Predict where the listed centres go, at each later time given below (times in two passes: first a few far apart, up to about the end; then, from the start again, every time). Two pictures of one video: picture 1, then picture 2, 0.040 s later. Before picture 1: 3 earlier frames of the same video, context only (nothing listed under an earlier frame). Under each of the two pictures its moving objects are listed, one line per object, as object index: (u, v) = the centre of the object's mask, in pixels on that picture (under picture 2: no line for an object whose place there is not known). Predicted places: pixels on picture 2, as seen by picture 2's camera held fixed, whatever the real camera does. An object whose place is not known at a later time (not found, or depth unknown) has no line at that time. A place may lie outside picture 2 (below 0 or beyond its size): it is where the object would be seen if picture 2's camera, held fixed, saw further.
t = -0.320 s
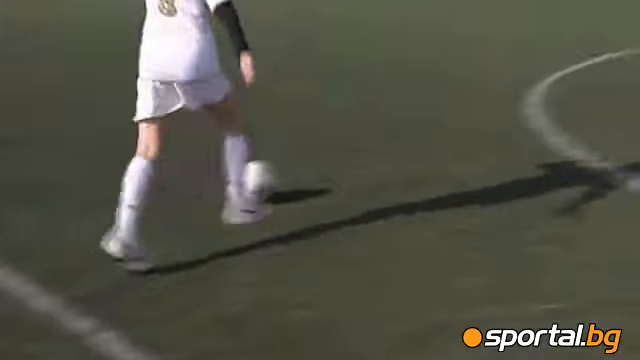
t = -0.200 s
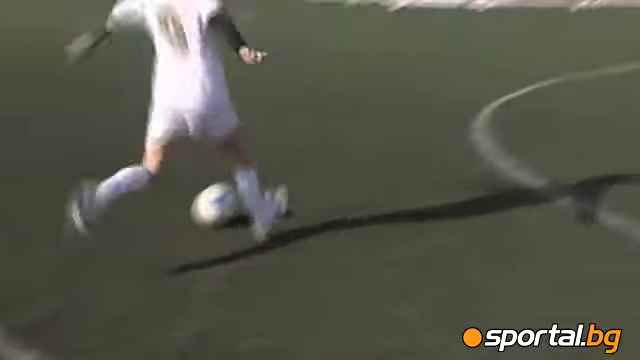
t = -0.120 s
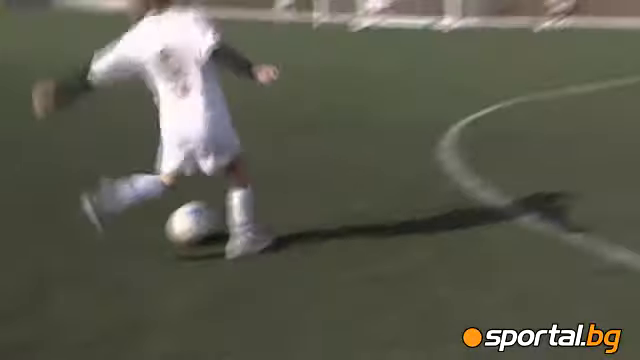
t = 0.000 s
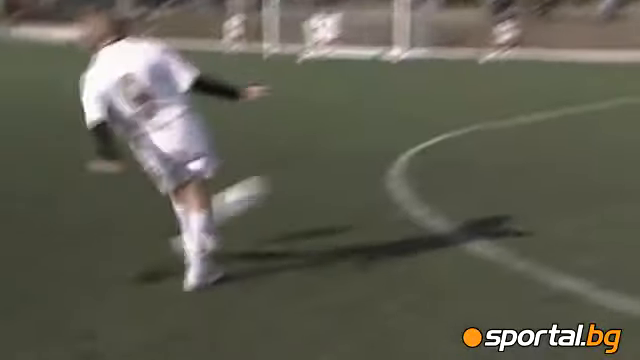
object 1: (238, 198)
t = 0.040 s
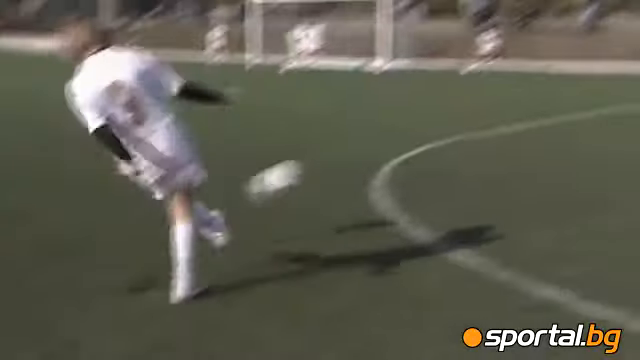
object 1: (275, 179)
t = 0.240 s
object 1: (473, 100)
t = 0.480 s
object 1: (602, 94)
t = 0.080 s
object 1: (325, 155)
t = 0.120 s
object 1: (369, 135)
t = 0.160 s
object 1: (408, 120)
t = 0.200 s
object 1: (443, 108)
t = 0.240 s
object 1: (473, 100)
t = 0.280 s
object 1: (500, 95)
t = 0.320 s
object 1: (525, 92)
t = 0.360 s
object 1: (546, 91)
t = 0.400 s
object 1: (566, 91)
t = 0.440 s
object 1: (585, 92)
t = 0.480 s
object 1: (602, 94)
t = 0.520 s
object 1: (617, 98)
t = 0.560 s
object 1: (631, 103)
